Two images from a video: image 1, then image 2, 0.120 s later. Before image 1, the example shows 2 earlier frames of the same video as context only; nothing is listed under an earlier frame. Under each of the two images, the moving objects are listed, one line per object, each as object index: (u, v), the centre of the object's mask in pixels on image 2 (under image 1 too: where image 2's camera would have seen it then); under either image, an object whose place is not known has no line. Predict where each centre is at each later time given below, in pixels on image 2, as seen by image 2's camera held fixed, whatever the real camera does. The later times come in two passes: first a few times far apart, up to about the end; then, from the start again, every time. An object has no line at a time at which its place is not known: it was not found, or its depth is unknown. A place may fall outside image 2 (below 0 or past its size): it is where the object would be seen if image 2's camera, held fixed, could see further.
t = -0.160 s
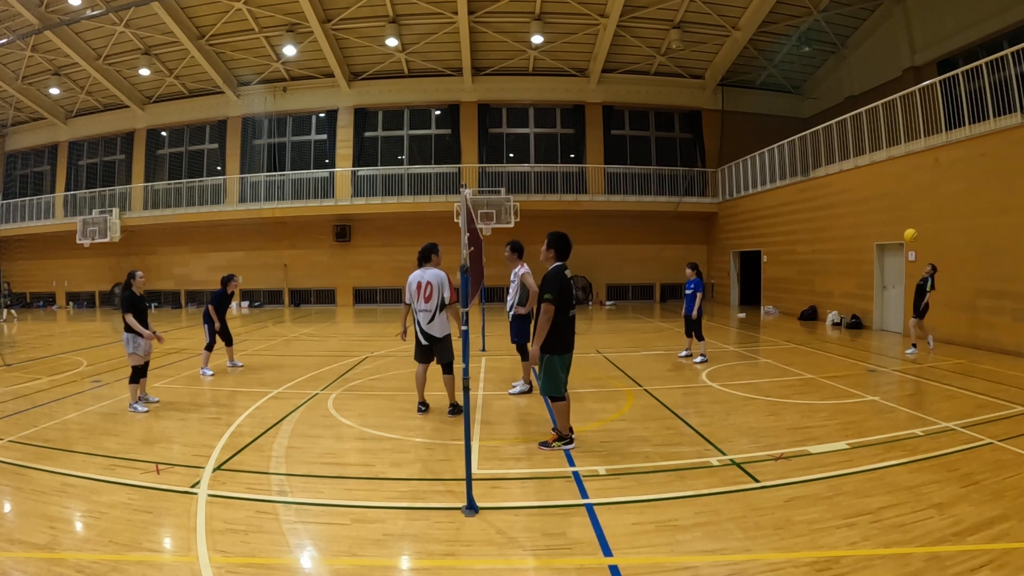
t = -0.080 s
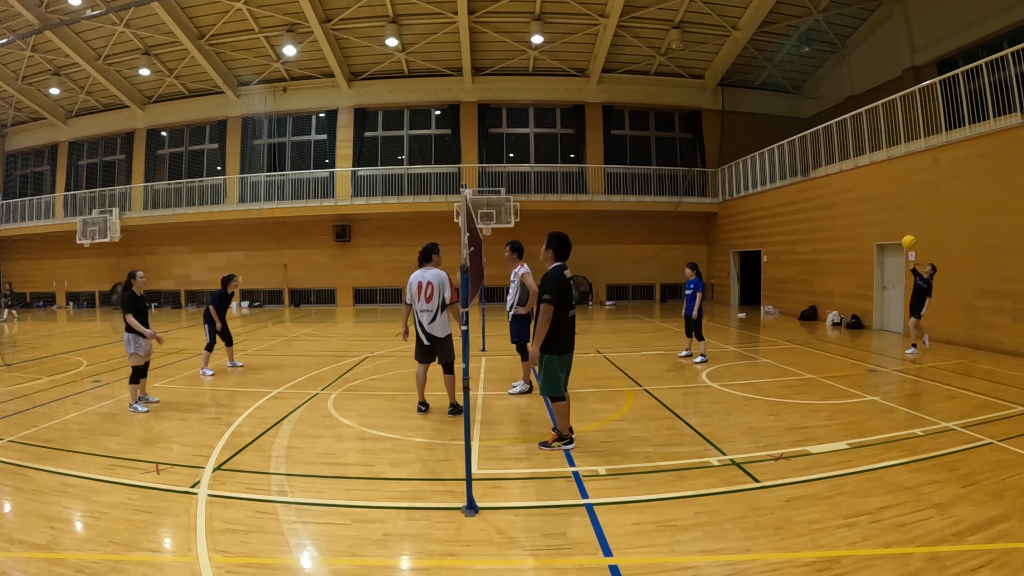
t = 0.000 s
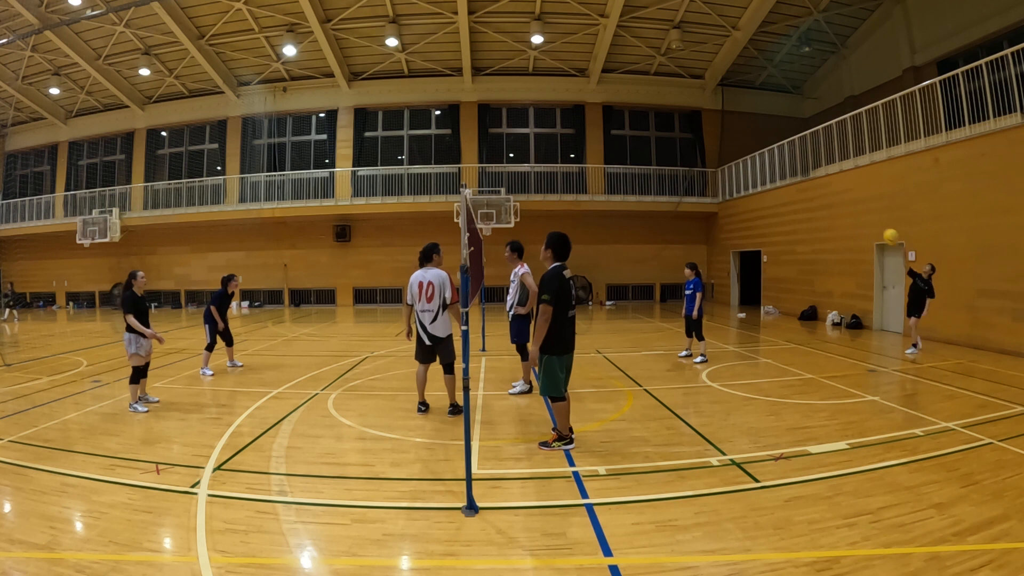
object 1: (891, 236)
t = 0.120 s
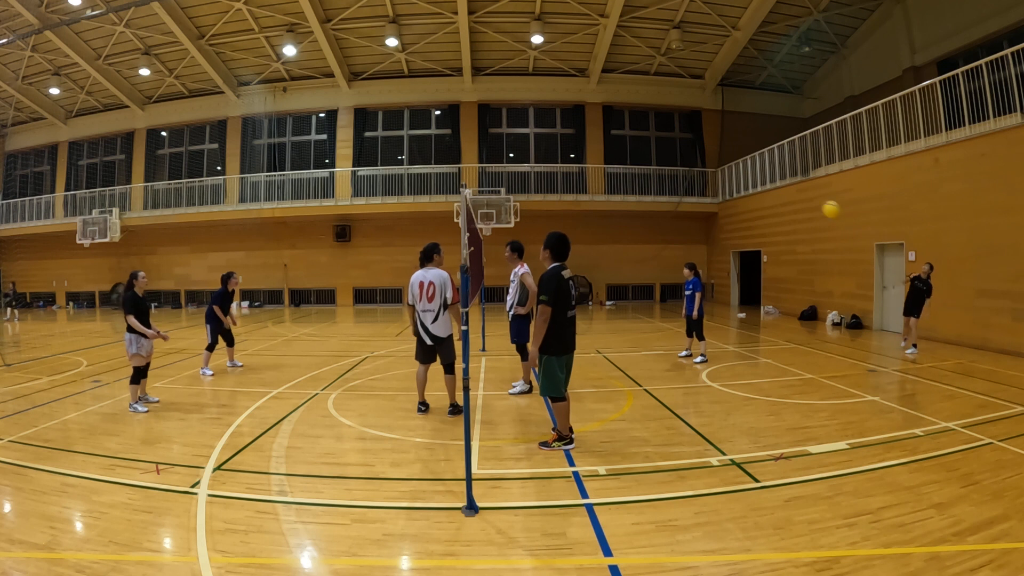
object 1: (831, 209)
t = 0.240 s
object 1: (760, 189)
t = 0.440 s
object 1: (616, 173)
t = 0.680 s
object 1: (415, 186)
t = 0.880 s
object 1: (255, 230)
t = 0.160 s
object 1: (808, 202)
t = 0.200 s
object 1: (785, 195)
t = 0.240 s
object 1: (760, 189)
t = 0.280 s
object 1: (734, 185)
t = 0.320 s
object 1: (707, 180)
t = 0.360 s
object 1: (678, 177)
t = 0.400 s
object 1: (648, 174)
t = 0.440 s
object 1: (616, 173)
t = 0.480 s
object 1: (584, 172)
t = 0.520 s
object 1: (552, 172)
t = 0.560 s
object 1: (518, 173)
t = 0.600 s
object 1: (484, 177)
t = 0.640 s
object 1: (449, 181)
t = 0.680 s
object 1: (415, 186)
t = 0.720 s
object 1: (381, 192)
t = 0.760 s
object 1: (348, 201)
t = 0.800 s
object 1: (315, 210)
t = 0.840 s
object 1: (284, 220)
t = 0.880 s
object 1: (255, 230)
